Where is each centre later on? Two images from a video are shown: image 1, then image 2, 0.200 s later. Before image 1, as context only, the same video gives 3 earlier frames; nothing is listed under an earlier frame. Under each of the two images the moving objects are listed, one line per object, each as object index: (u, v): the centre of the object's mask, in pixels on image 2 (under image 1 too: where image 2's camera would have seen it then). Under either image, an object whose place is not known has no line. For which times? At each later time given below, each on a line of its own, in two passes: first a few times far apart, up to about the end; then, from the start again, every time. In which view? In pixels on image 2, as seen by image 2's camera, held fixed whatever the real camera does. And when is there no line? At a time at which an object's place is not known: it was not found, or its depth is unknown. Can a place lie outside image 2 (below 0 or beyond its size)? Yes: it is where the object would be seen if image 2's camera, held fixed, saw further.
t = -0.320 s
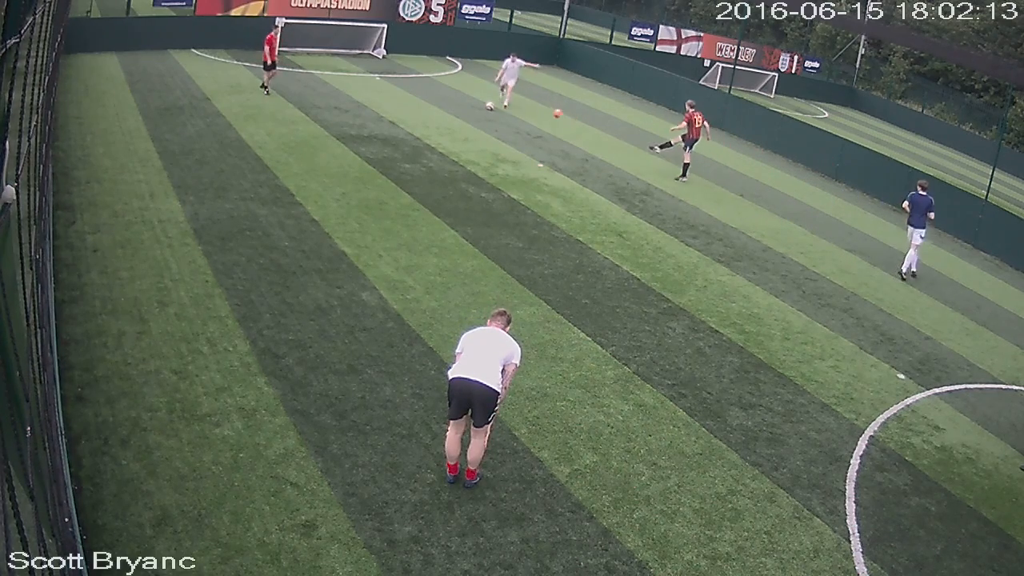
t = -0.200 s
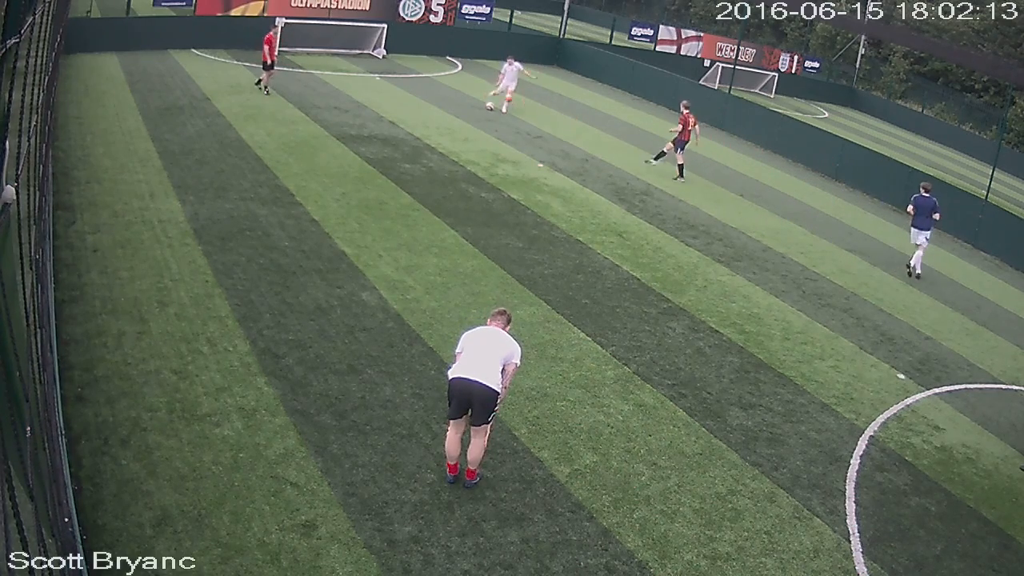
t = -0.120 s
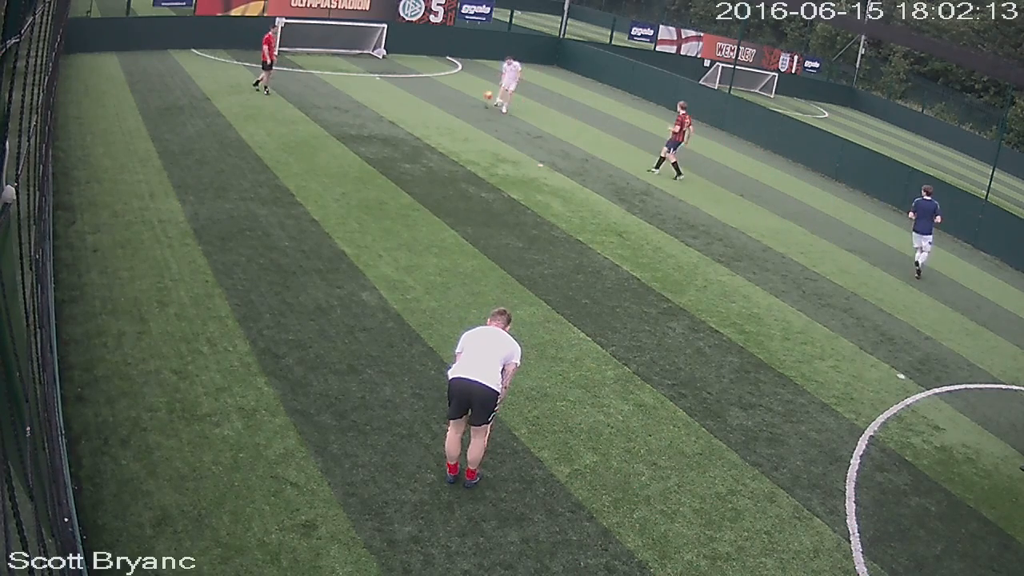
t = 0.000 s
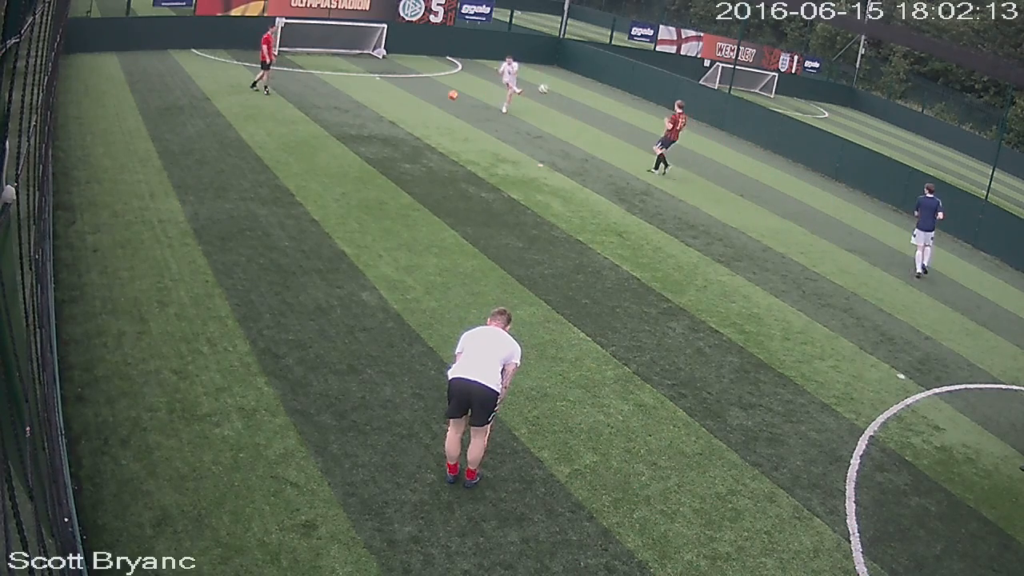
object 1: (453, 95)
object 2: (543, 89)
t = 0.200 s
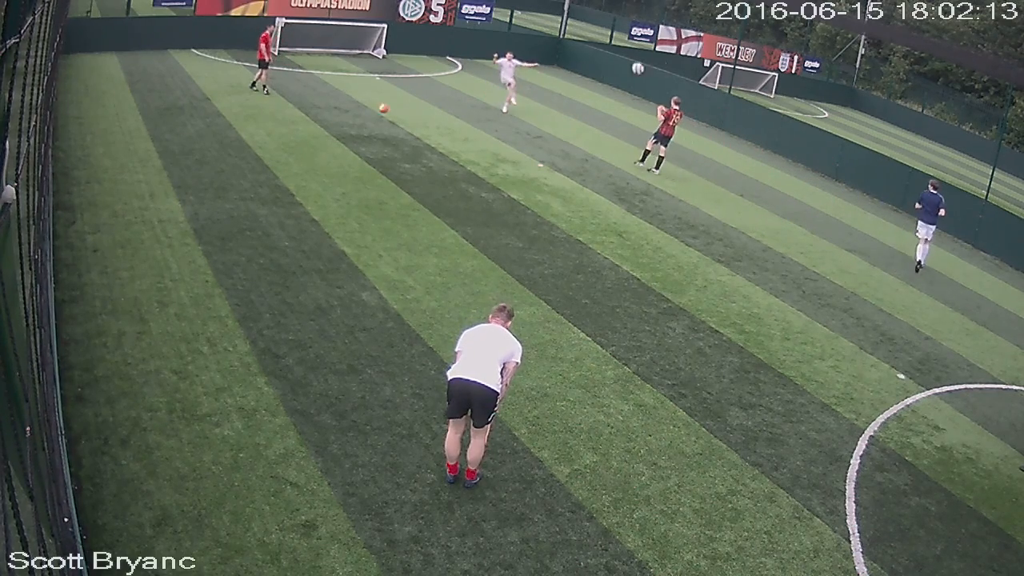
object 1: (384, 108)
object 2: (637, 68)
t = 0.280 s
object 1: (351, 119)
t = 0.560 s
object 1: (260, 118)
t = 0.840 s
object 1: (166, 135)
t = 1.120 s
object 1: (91, 132)
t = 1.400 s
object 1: (84, 145)
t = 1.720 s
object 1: (139, 159)
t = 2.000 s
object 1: (169, 169)
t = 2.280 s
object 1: (201, 179)
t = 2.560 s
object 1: (232, 188)
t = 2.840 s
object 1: (263, 196)
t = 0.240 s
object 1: (368, 113)
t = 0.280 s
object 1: (351, 119)
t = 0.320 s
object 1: (336, 125)
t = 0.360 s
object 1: (323, 122)
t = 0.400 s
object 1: (311, 120)
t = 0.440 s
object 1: (298, 118)
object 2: (795, 57)
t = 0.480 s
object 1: (286, 118)
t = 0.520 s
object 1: (273, 118)
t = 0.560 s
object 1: (260, 118)
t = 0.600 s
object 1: (246, 119)
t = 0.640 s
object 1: (232, 122)
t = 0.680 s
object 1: (218, 125)
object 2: (1000, 79)
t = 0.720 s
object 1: (205, 129)
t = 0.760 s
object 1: (190, 134)
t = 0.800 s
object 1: (177, 139)
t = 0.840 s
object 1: (166, 135)
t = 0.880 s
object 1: (156, 132)
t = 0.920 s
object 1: (146, 130)
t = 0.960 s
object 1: (134, 129)
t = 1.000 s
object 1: (124, 128)
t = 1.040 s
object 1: (113, 129)
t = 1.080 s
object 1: (102, 130)
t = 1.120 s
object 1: (91, 132)
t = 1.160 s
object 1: (80, 135)
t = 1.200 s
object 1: (69, 139)
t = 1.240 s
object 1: (58, 144)
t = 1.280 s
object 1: (61, 144)
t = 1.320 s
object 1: (69, 143)
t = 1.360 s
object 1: (76, 144)
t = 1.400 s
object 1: (84, 145)
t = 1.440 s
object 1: (93, 147)
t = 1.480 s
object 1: (101, 149)
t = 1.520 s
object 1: (109, 153)
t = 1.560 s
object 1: (117, 157)
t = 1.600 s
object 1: (126, 163)
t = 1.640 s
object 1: (130, 162)
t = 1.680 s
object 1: (135, 159)
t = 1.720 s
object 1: (139, 159)
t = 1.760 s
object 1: (143, 159)
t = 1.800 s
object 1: (148, 160)
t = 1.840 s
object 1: (152, 162)
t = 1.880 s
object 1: (157, 165)
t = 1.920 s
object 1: (160, 169)
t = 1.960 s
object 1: (165, 171)
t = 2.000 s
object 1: (169, 169)
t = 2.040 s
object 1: (174, 170)
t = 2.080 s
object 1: (178, 170)
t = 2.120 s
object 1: (183, 172)
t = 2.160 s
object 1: (187, 175)
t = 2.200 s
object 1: (192, 178)
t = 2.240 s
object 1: (196, 178)
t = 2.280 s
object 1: (201, 179)
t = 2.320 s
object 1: (205, 180)
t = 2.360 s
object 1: (209, 182)
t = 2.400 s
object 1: (214, 183)
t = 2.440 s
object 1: (219, 184)
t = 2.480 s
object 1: (223, 186)
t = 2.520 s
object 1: (228, 186)
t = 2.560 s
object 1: (232, 188)
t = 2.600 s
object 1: (237, 189)
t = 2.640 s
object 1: (242, 190)
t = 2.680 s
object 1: (246, 191)
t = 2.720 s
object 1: (250, 193)
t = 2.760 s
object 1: (255, 193)
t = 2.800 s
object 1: (259, 195)
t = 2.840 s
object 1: (263, 196)
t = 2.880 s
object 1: (268, 197)
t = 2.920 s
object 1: (272, 198)
